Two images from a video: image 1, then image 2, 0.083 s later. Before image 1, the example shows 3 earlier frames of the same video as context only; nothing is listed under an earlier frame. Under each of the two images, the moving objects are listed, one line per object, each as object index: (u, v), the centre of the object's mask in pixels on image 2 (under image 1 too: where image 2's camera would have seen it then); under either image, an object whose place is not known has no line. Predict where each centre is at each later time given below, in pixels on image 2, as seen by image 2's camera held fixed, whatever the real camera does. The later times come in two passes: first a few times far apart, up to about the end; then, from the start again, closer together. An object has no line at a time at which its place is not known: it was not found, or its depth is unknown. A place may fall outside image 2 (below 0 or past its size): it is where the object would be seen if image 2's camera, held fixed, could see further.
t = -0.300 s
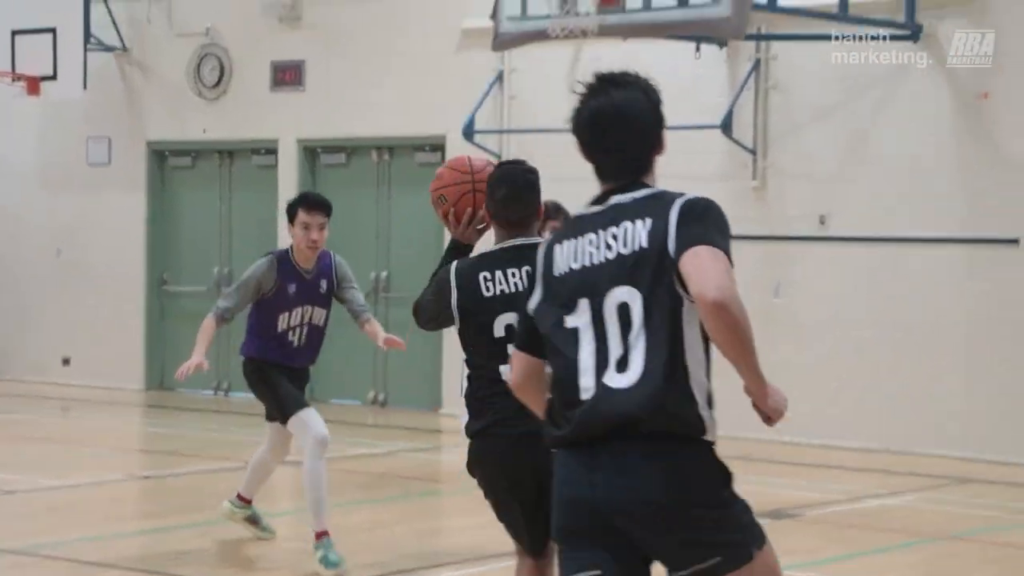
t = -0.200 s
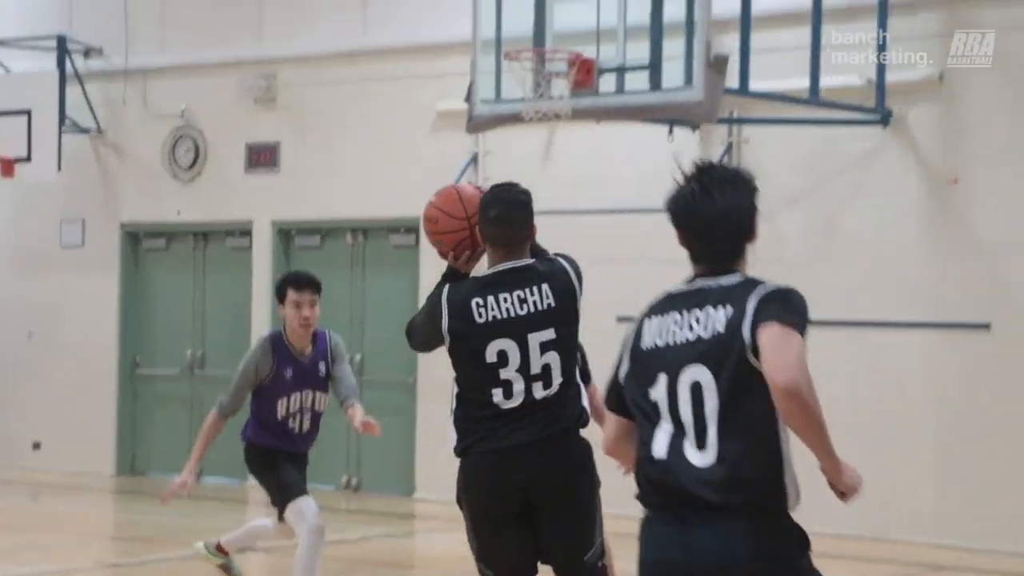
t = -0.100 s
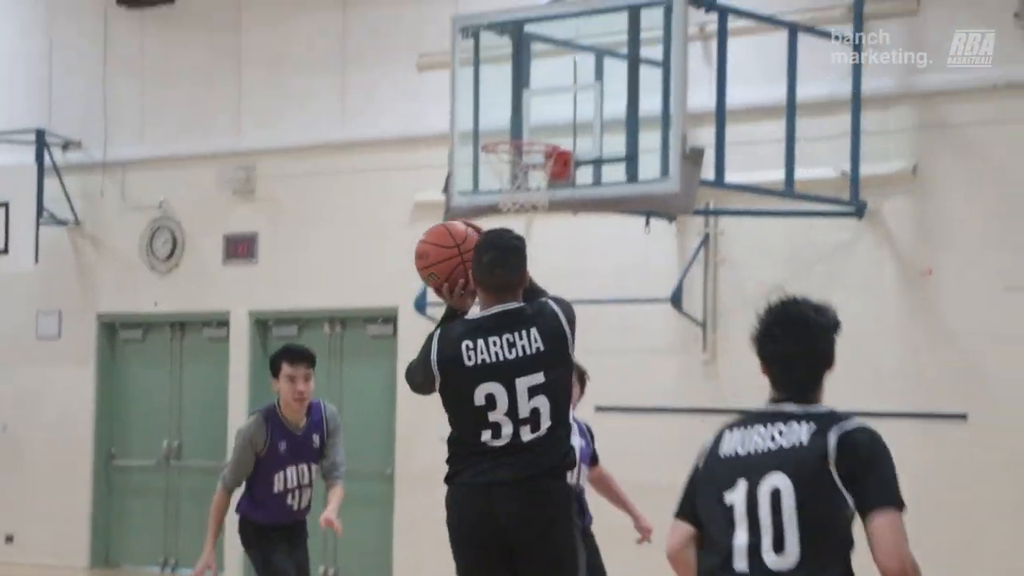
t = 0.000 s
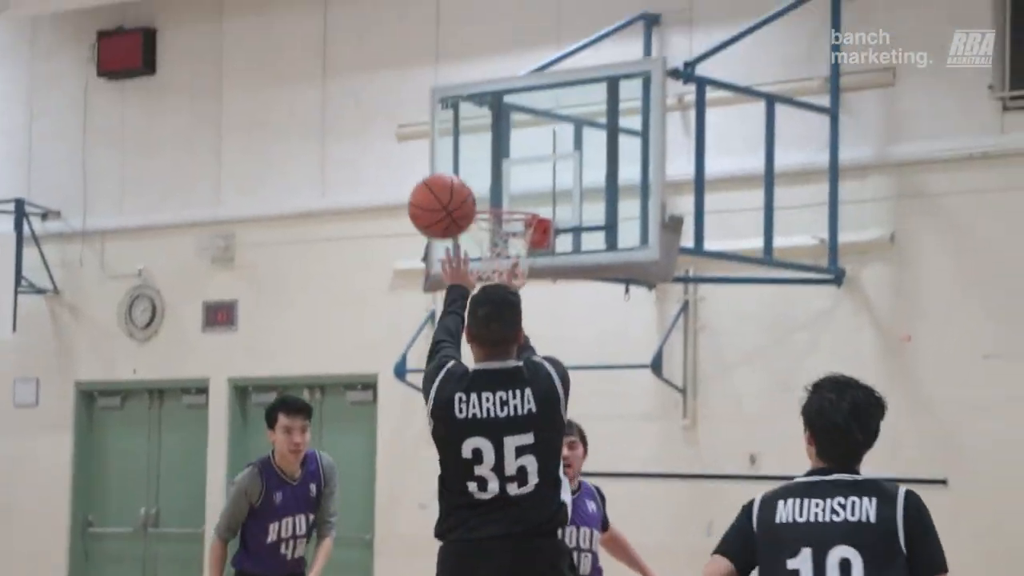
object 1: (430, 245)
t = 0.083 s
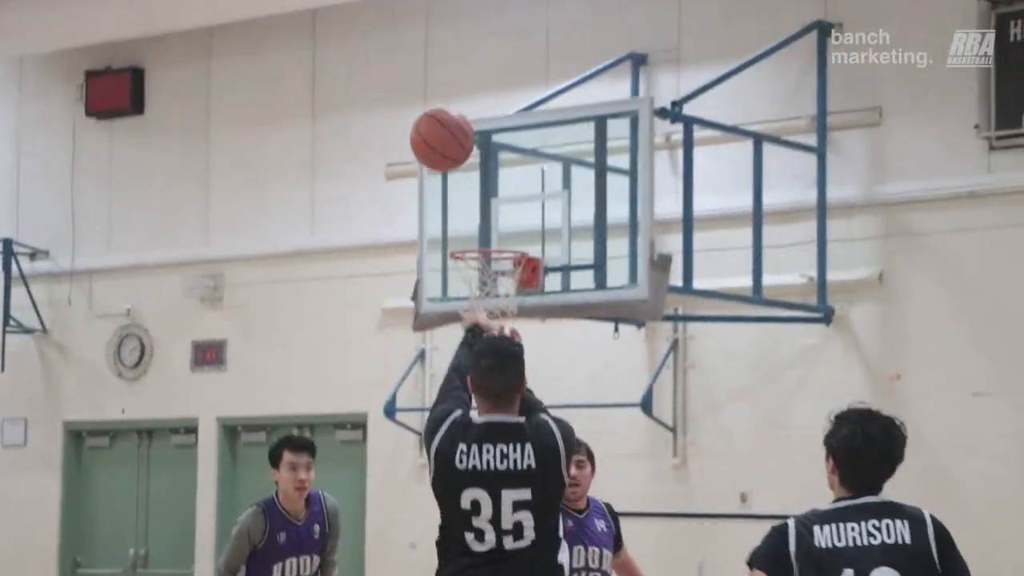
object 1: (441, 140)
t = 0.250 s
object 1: (460, 6)
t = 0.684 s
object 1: (491, 6)
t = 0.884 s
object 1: (499, 110)
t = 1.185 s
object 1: (465, 323)
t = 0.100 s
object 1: (444, 121)
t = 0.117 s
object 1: (446, 105)
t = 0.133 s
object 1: (448, 89)
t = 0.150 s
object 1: (450, 75)
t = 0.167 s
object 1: (451, 61)
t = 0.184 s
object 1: (453, 48)
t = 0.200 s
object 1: (455, 36)
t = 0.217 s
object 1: (457, 25)
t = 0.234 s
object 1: (458, 15)
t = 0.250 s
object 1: (460, 6)
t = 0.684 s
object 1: (491, 6)
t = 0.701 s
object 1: (492, 13)
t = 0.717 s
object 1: (493, 20)
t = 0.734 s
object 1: (494, 28)
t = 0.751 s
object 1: (495, 36)
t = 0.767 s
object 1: (496, 44)
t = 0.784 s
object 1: (496, 53)
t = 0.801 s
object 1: (496, 62)
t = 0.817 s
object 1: (497, 71)
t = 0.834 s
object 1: (497, 81)
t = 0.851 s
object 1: (498, 90)
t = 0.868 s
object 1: (499, 100)
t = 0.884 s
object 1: (499, 110)
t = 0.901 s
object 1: (499, 121)
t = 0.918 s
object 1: (500, 131)
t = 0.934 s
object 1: (500, 143)
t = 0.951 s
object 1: (500, 154)
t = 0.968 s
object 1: (501, 166)
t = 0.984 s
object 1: (501, 178)
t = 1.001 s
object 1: (501, 190)
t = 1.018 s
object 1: (502, 203)
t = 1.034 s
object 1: (502, 217)
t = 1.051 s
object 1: (502, 230)
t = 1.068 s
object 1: (504, 241)
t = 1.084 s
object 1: (500, 255)
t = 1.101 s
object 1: (497, 271)
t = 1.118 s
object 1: (489, 280)
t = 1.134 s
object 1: (483, 290)
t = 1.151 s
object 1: (476, 301)
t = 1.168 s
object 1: (471, 313)
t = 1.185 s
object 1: (465, 323)
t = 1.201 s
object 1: (459, 335)
